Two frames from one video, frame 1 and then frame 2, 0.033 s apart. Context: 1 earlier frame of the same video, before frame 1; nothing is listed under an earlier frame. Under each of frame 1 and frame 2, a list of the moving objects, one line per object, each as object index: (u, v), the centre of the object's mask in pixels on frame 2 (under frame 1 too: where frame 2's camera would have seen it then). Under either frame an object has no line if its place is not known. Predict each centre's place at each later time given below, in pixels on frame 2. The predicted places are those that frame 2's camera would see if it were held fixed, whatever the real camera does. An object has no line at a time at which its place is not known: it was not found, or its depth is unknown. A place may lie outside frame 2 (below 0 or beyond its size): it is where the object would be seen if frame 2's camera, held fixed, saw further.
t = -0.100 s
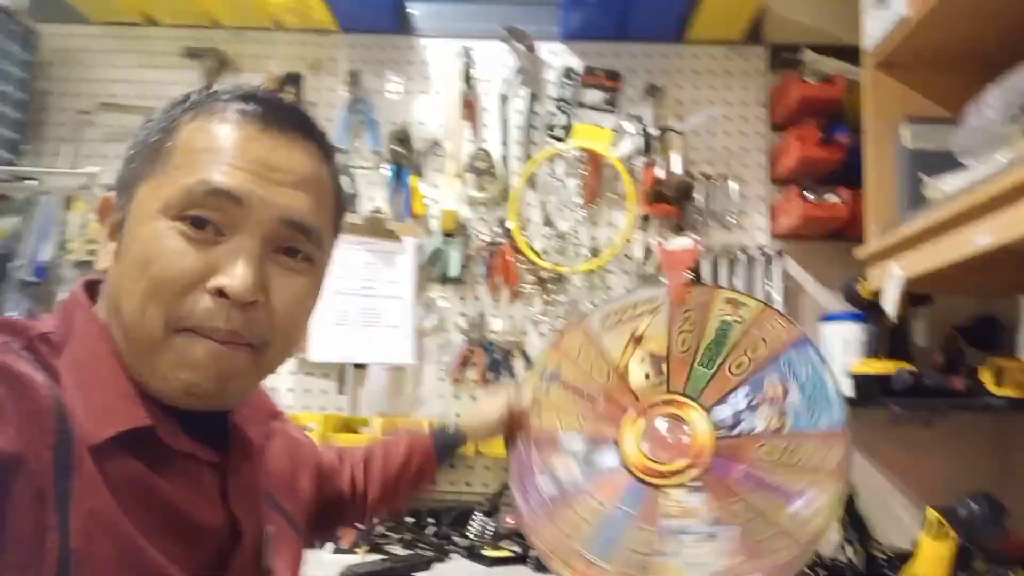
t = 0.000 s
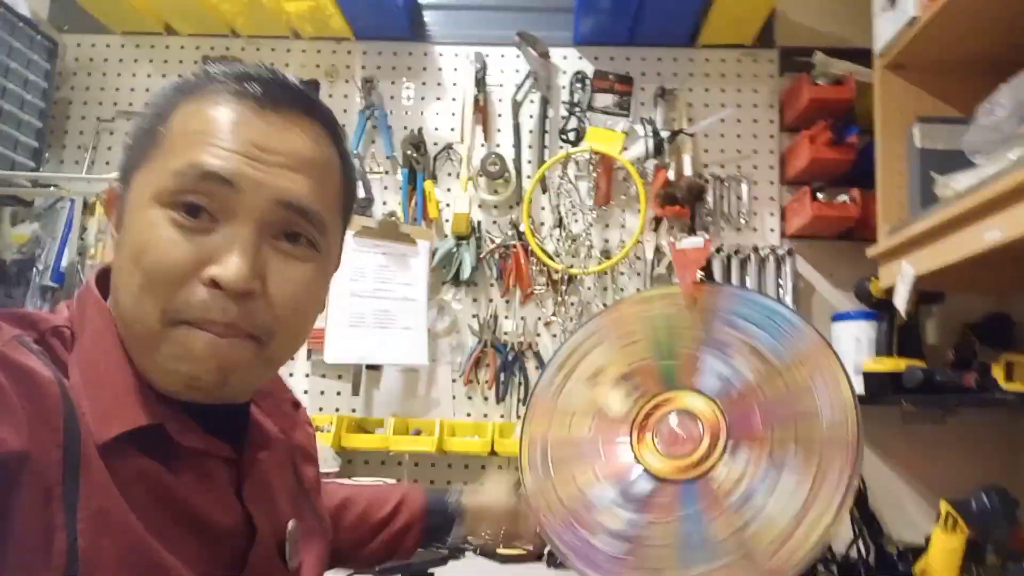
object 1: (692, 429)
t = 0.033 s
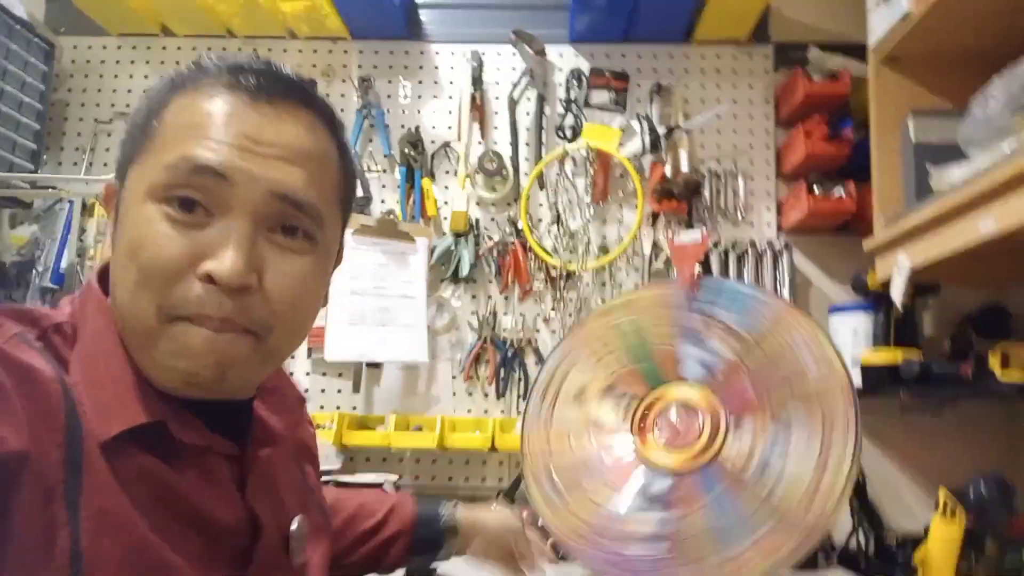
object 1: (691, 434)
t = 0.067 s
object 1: (692, 438)
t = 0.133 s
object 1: (693, 438)
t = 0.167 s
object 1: (691, 439)
